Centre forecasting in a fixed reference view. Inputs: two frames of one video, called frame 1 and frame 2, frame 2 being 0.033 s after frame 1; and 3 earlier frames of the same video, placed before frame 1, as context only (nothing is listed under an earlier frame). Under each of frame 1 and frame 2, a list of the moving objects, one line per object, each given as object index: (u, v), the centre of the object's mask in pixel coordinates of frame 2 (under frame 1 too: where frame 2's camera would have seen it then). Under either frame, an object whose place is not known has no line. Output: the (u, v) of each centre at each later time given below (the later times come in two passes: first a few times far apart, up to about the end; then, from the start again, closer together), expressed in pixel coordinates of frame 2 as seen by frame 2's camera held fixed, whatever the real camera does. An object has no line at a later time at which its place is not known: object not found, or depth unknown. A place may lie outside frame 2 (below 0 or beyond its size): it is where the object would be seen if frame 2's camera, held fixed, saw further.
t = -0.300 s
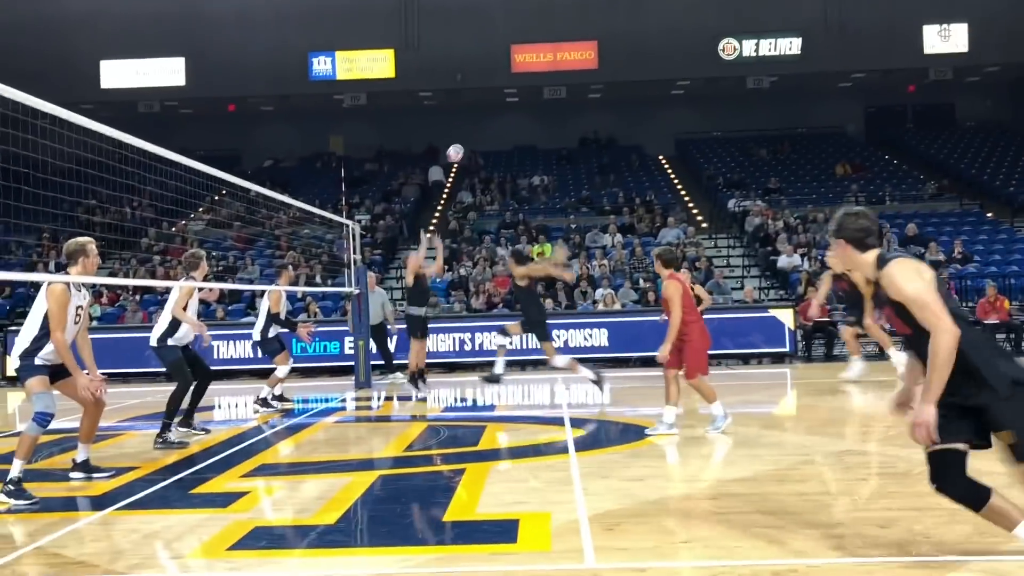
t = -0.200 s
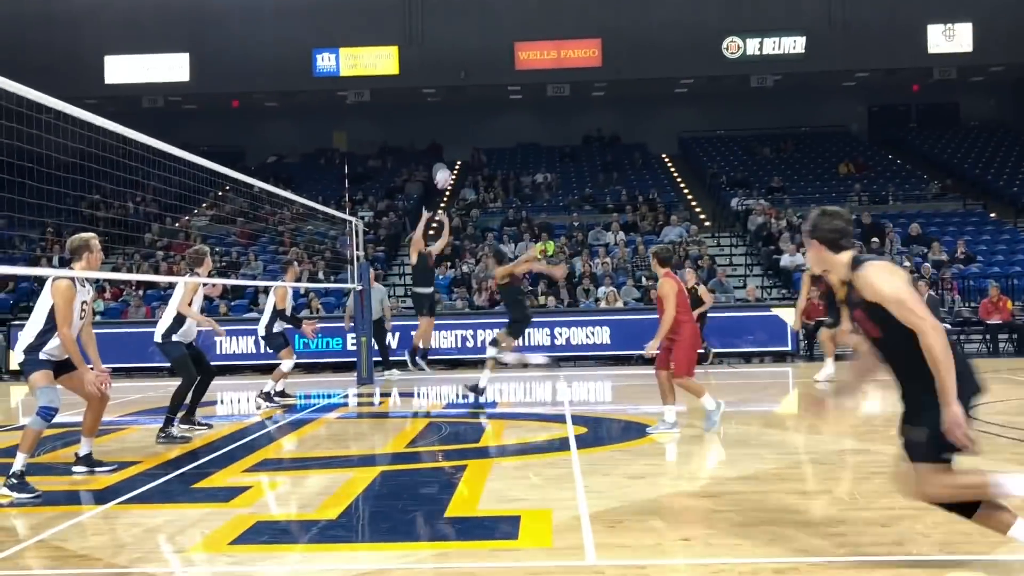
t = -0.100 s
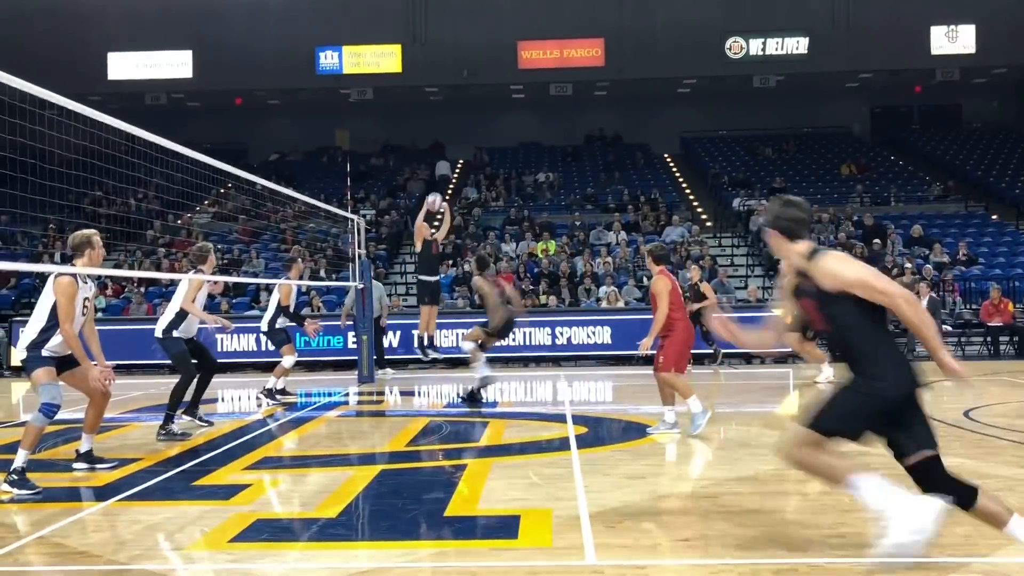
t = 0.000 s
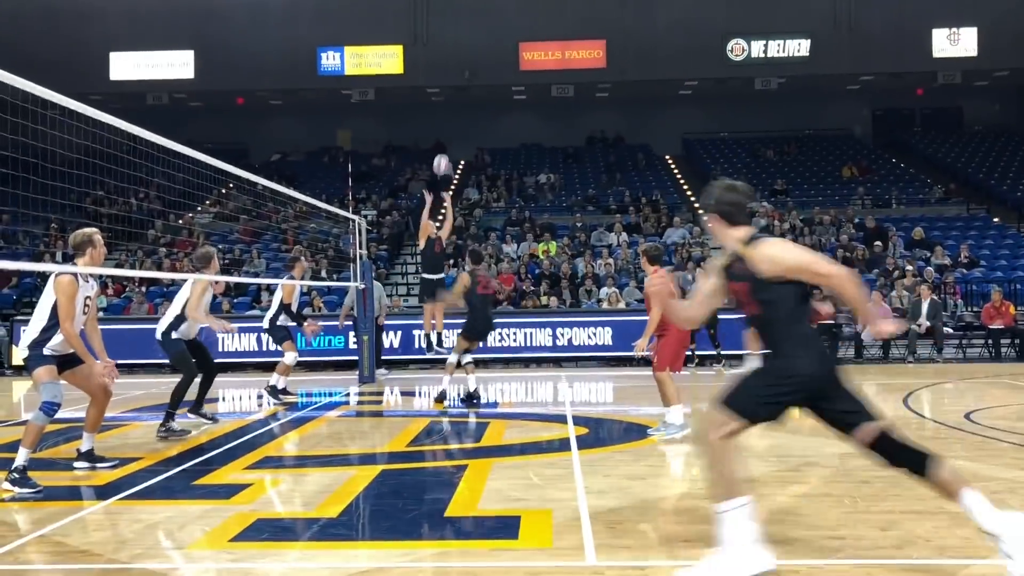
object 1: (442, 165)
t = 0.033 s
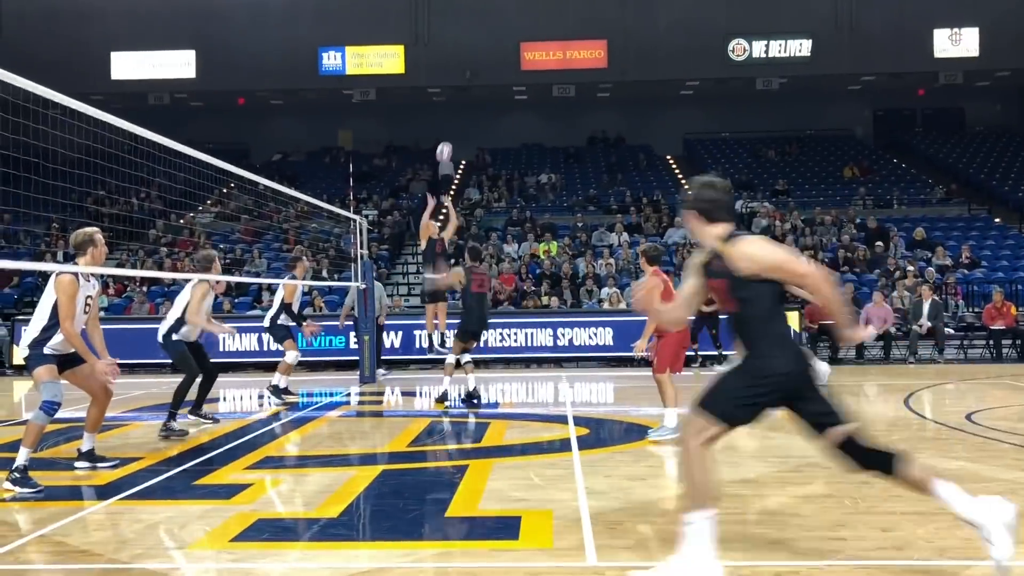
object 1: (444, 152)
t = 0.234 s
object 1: (458, 96)
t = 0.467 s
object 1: (474, 68)
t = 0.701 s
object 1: (492, 79)
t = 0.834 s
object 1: (503, 103)
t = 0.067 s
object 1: (446, 141)
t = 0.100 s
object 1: (448, 131)
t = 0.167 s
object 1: (452, 113)
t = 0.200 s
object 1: (456, 102)
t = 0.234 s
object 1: (458, 96)
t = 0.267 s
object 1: (459, 90)
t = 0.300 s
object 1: (462, 84)
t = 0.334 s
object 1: (464, 80)
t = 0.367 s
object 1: (467, 76)
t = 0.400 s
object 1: (469, 73)
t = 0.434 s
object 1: (472, 70)
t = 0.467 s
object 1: (474, 68)
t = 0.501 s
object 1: (477, 68)
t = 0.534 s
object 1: (479, 67)
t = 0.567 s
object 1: (482, 67)
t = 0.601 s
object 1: (485, 70)
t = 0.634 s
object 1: (487, 72)
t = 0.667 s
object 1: (490, 74)
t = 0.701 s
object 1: (492, 79)
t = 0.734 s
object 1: (495, 83)
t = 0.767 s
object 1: (497, 89)
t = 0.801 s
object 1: (500, 95)
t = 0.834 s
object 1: (503, 103)
